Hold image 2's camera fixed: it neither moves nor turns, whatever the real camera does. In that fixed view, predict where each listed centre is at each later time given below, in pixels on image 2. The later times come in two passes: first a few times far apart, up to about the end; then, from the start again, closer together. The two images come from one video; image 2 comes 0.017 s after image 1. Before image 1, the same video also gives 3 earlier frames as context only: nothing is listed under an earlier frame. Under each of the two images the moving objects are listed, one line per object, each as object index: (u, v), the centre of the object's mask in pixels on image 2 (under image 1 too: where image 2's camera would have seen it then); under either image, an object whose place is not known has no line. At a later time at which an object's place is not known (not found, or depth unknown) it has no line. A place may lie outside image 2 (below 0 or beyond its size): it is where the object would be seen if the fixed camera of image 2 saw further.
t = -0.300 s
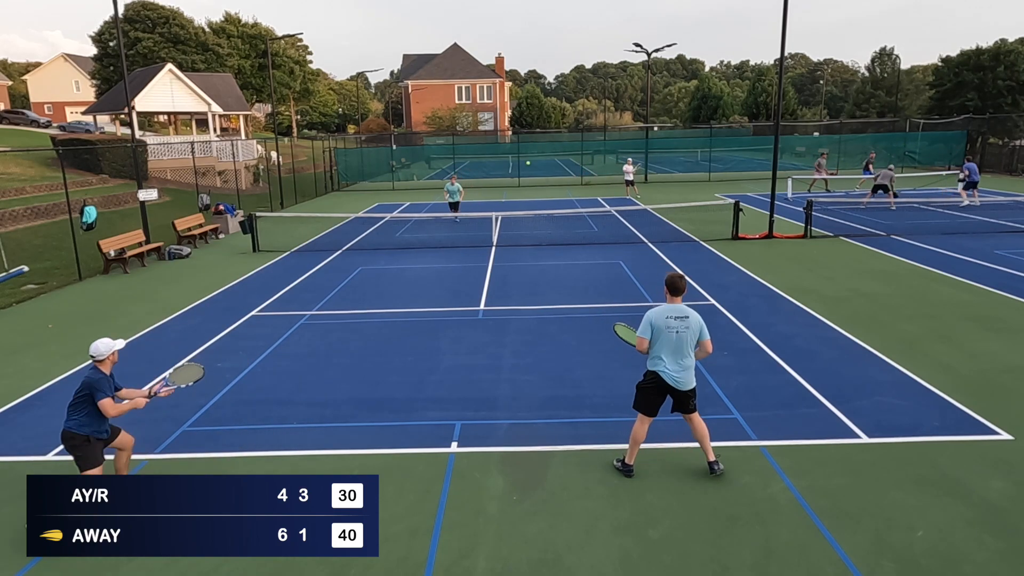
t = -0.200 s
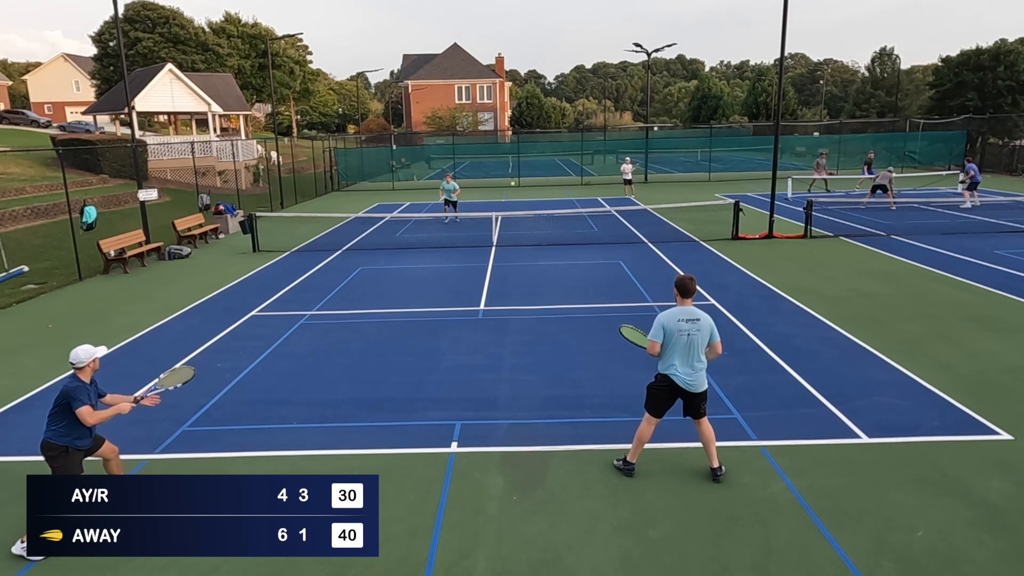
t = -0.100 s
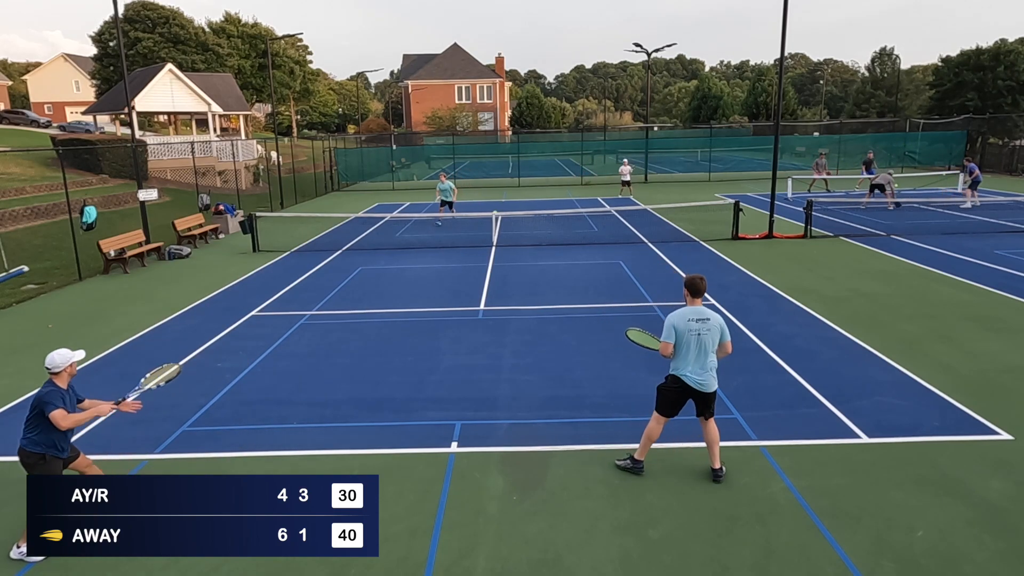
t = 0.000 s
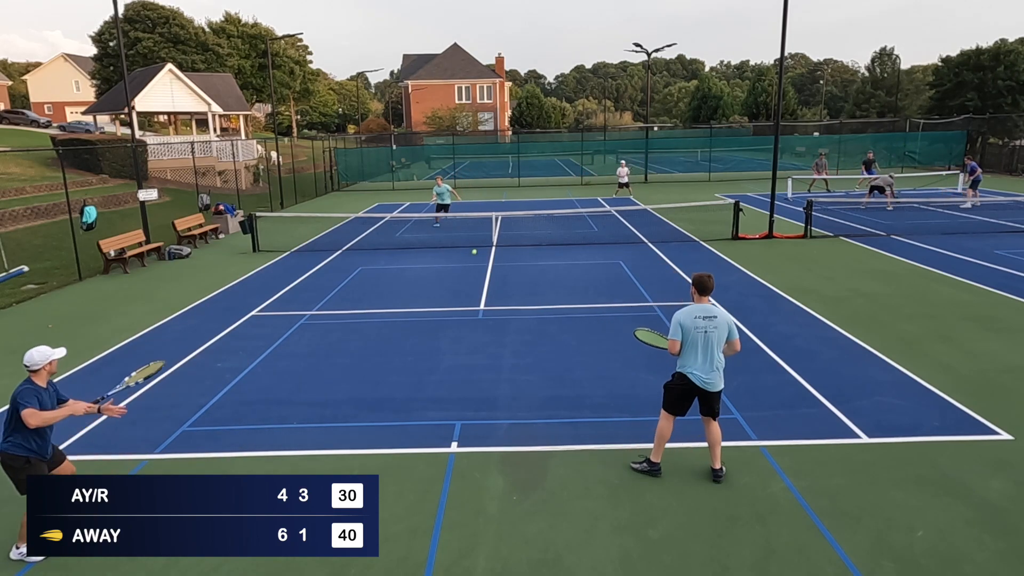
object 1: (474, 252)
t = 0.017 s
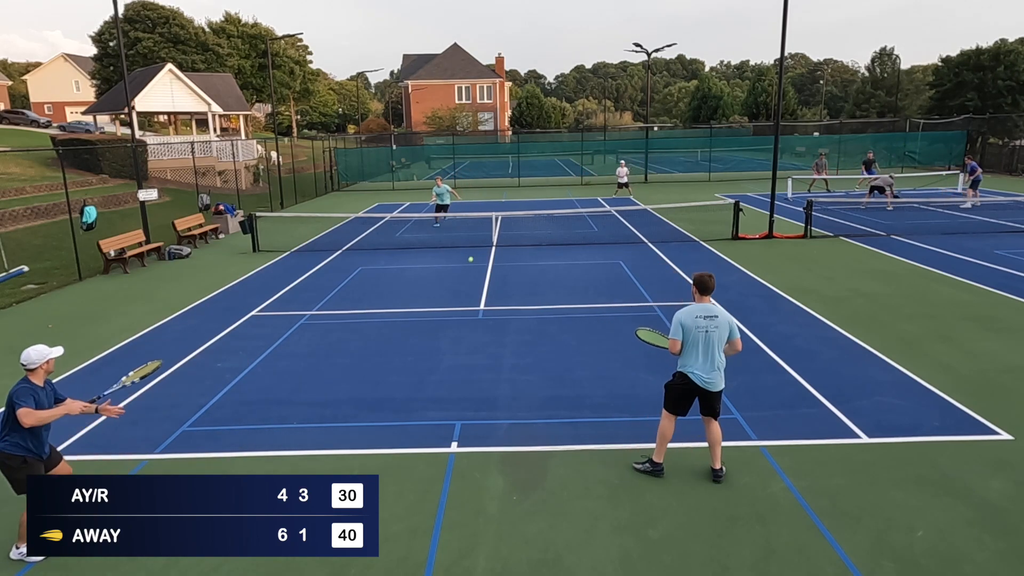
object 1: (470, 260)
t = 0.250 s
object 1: (415, 300)
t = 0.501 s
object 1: (341, 270)
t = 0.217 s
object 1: (423, 306)
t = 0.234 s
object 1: (419, 303)
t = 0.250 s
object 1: (415, 300)
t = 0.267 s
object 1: (411, 297)
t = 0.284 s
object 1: (407, 294)
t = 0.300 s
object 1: (403, 291)
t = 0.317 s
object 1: (398, 288)
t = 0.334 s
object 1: (394, 286)
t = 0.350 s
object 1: (389, 283)
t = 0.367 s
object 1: (384, 281)
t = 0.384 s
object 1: (379, 279)
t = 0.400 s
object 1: (374, 277)
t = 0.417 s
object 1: (369, 275)
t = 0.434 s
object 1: (364, 274)
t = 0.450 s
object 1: (358, 273)
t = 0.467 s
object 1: (353, 272)
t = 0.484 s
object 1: (347, 271)
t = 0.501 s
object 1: (341, 270)
